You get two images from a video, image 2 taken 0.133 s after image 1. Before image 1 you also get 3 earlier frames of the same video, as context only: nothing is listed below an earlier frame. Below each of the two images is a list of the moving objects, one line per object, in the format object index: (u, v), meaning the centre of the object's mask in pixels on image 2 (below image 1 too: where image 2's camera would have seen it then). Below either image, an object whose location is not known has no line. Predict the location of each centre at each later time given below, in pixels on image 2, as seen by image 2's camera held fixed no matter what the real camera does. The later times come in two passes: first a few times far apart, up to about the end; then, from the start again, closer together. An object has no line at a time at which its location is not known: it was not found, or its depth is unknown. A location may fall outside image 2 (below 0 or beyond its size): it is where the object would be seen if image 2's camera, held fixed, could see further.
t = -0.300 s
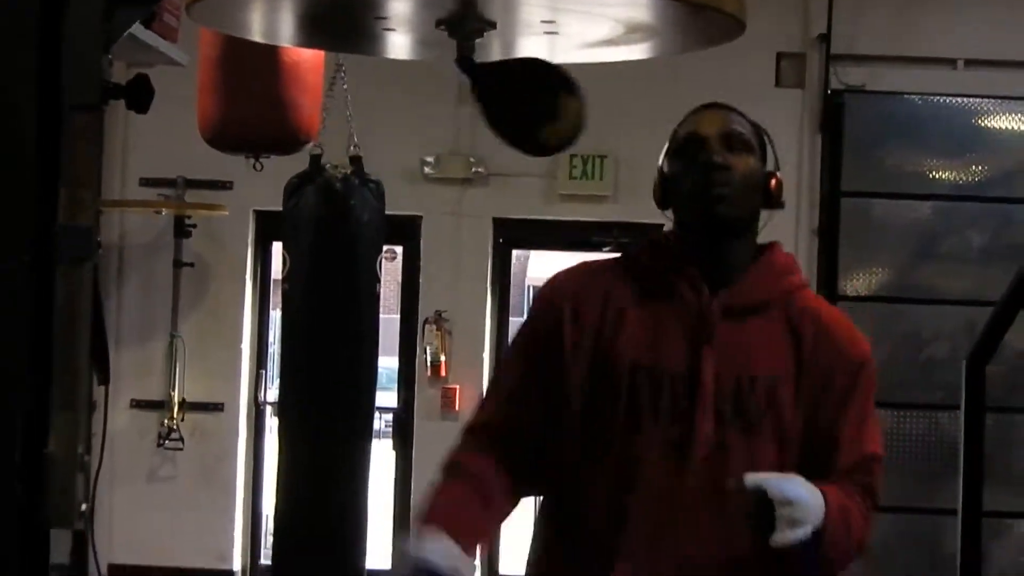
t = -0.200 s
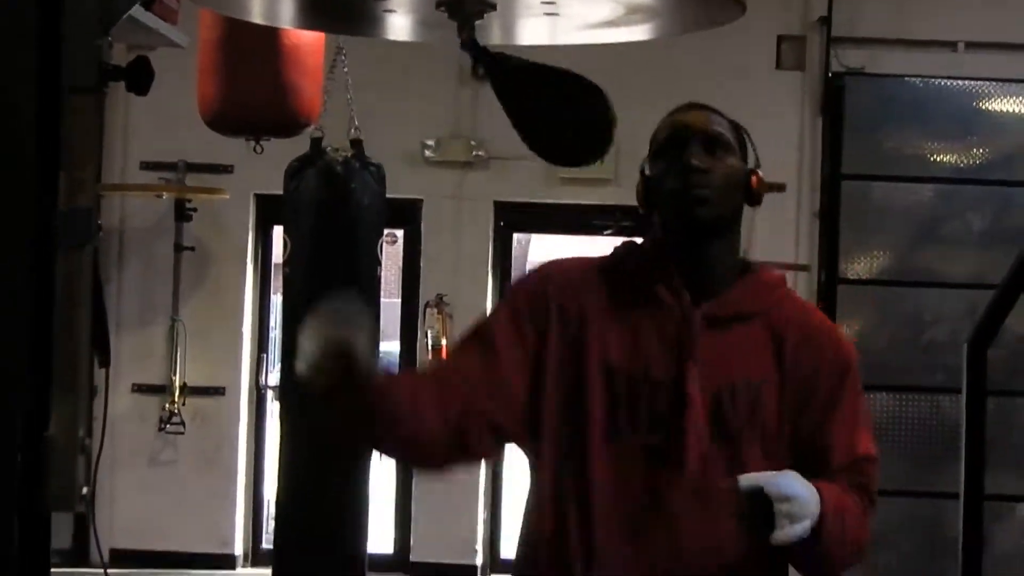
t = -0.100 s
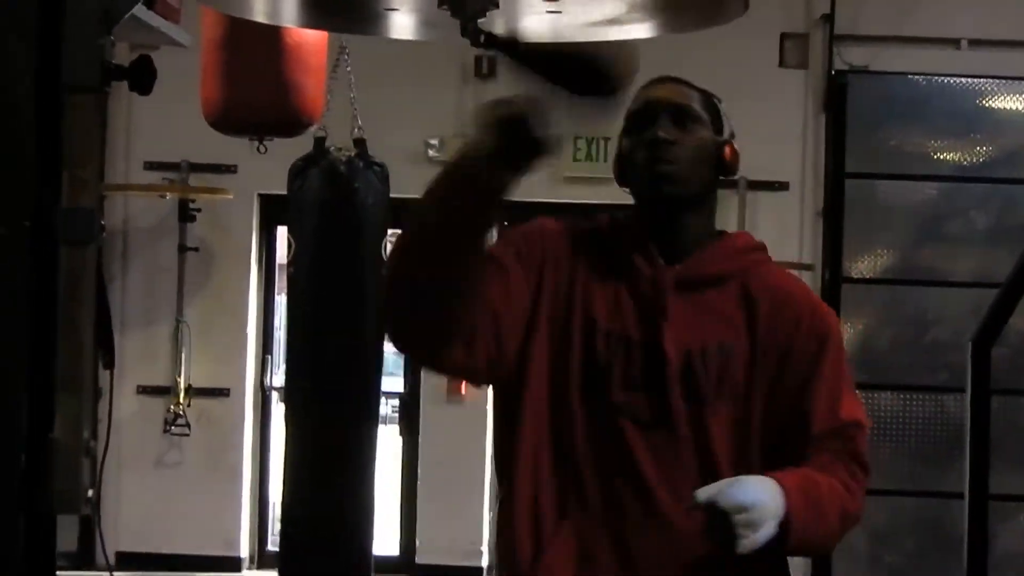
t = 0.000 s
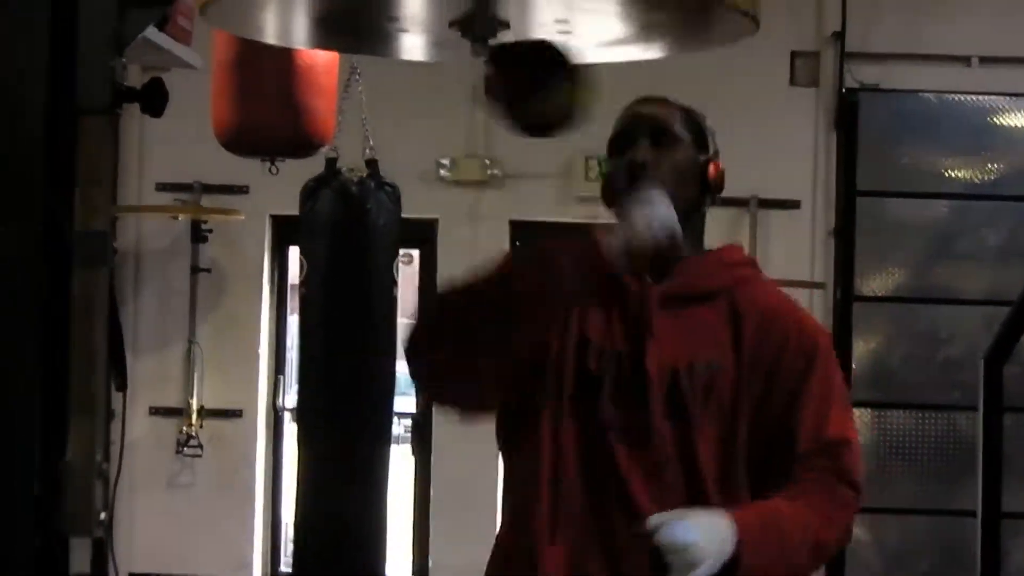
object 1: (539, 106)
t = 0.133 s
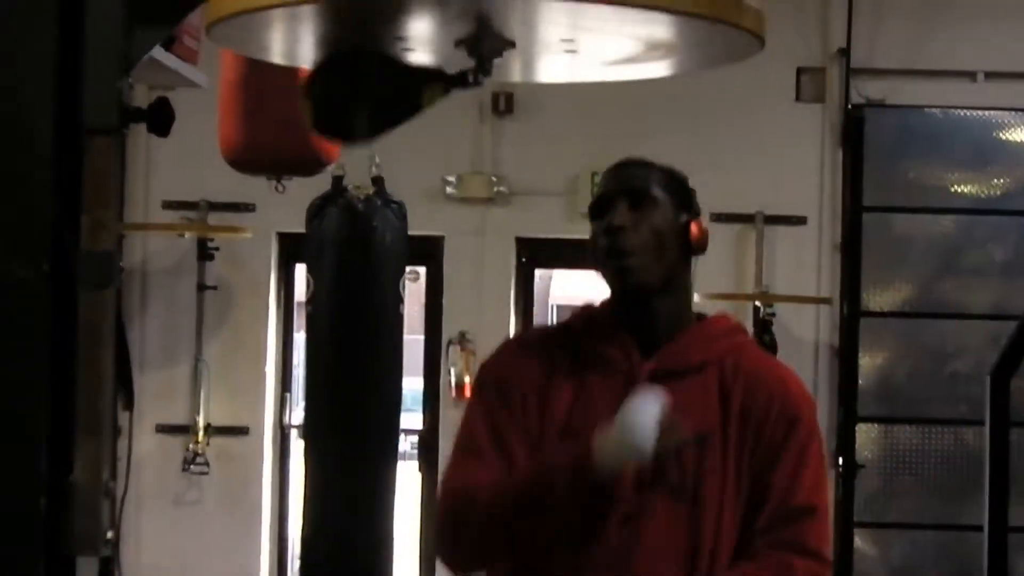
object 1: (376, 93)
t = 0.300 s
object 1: (527, 131)
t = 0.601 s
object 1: (418, 120)
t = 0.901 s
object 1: (549, 132)
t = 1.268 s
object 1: (404, 134)
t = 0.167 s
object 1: (384, 110)
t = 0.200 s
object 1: (408, 123)
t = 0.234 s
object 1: (442, 133)
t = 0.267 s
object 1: (486, 137)
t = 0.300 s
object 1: (527, 131)
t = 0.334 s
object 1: (561, 124)
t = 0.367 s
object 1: (579, 115)
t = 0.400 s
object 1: (588, 107)
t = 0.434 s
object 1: (579, 102)
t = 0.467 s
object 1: (560, 99)
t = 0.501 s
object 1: (531, 101)
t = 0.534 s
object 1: (490, 106)
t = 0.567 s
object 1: (447, 112)
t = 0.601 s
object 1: (418, 120)
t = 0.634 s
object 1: (401, 126)
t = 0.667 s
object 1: (393, 134)
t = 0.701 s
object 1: (399, 139)
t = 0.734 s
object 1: (413, 143)
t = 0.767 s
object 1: (437, 145)
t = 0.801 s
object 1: (465, 145)
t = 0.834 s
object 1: (497, 142)
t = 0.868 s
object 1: (527, 137)
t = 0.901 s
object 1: (549, 132)
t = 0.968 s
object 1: (576, 128)
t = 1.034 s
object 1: (575, 132)
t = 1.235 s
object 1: (418, 140)
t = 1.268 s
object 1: (404, 134)
